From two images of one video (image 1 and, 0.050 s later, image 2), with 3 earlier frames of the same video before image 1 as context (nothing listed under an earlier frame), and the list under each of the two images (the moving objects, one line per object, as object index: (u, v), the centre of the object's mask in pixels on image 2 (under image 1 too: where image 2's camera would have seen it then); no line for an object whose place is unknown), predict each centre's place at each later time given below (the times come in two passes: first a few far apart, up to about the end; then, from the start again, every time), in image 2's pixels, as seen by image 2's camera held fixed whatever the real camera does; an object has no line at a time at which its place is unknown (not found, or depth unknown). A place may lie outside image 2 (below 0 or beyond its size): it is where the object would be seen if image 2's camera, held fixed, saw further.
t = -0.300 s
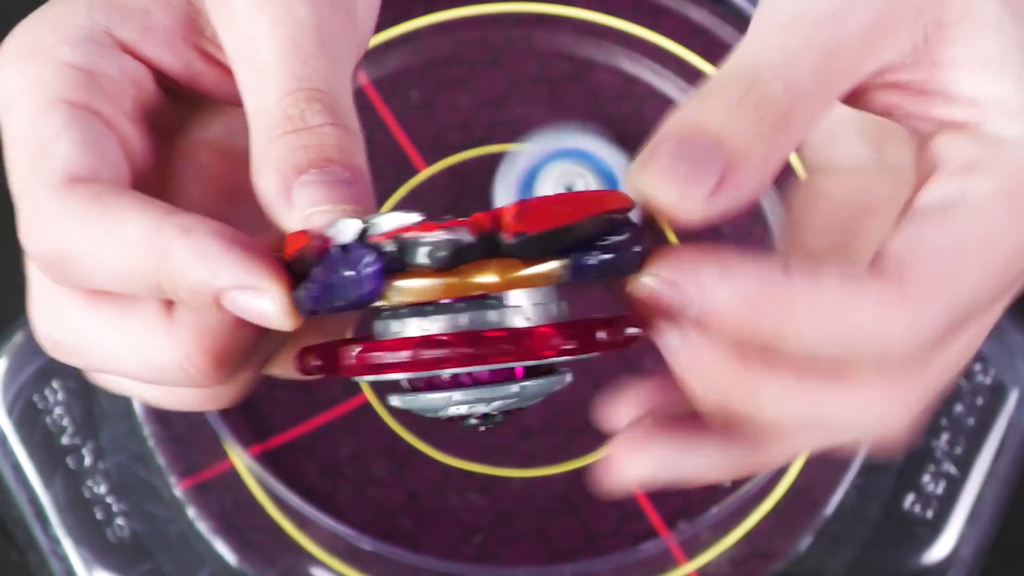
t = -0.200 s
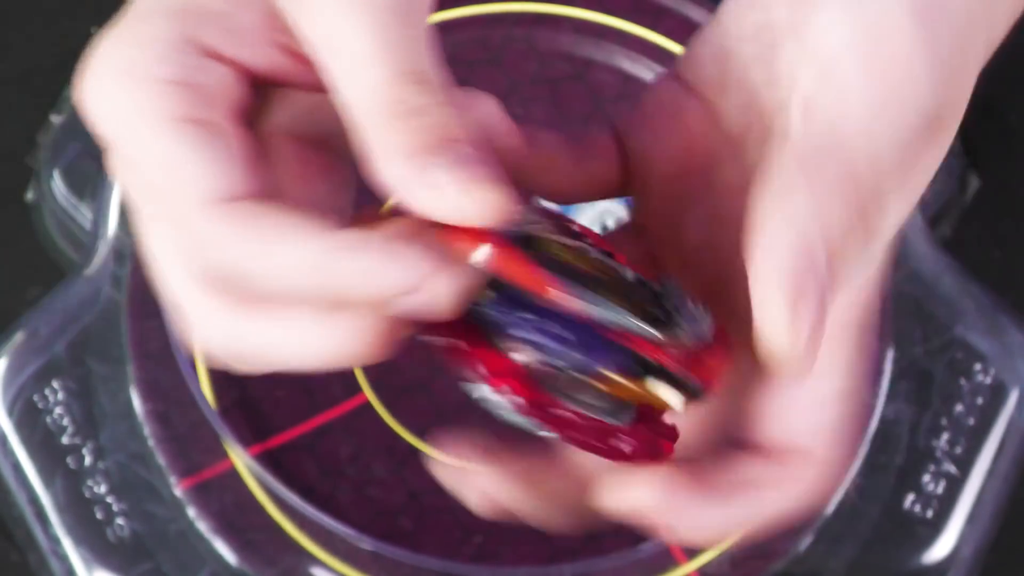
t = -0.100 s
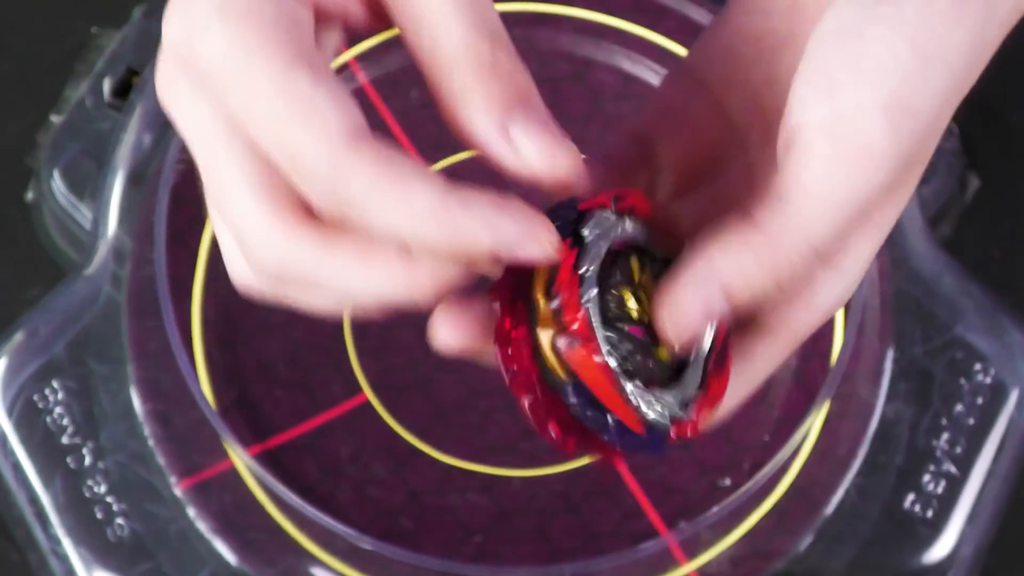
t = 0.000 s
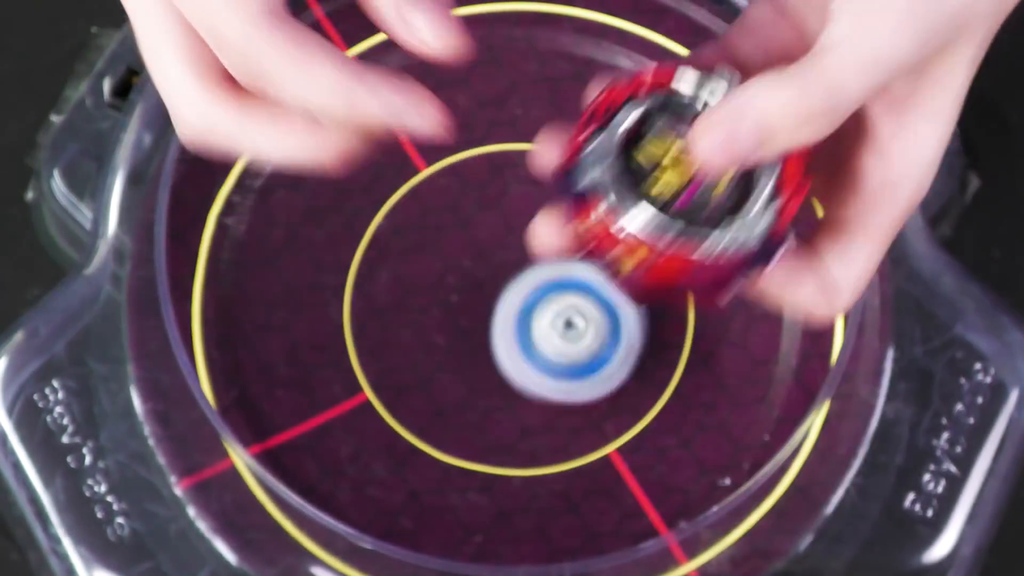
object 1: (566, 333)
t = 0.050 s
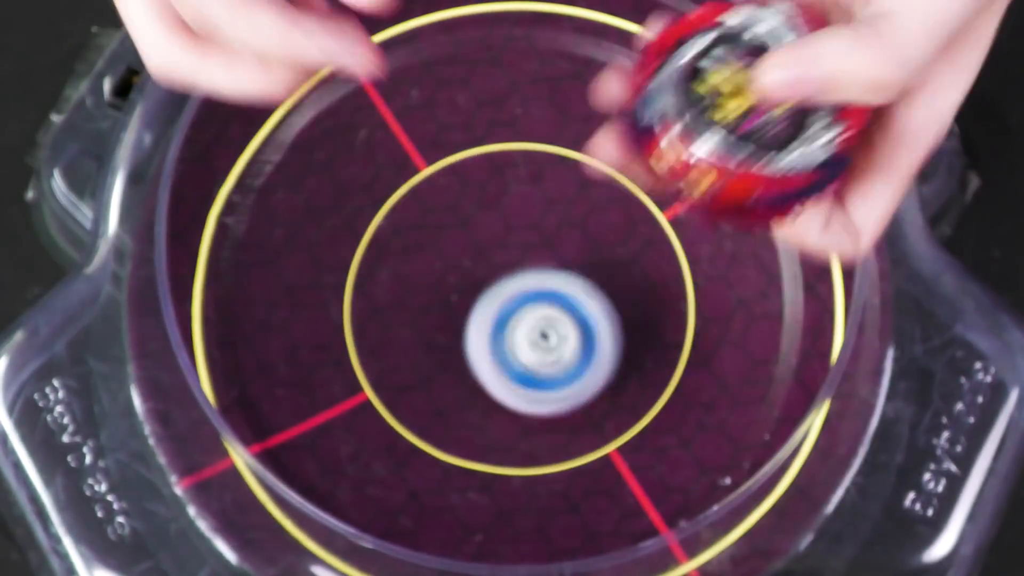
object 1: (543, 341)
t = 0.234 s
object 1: (448, 324)
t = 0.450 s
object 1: (422, 229)
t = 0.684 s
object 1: (525, 192)
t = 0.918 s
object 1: (583, 290)
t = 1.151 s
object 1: (501, 362)
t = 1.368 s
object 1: (424, 299)
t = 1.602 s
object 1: (486, 210)
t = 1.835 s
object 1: (589, 242)
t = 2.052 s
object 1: (575, 333)
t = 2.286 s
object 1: (462, 322)
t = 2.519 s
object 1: (450, 223)
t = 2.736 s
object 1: (536, 192)
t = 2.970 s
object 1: (579, 283)
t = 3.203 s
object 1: (492, 340)
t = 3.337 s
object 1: (436, 311)
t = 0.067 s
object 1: (533, 345)
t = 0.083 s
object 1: (524, 346)
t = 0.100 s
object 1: (513, 346)
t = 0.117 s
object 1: (505, 346)
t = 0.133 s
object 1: (495, 344)
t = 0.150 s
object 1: (487, 343)
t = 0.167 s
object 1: (478, 340)
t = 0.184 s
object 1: (470, 338)
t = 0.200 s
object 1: (462, 333)
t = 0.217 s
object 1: (453, 329)
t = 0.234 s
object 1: (448, 324)
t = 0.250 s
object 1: (440, 318)
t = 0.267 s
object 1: (435, 312)
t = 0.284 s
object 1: (429, 304)
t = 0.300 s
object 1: (426, 298)
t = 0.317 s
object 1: (422, 290)
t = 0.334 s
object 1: (419, 284)
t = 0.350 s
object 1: (417, 275)
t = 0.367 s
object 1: (414, 267)
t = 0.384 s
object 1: (415, 259)
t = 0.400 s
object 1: (414, 251)
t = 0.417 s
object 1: (417, 243)
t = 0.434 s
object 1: (418, 235)
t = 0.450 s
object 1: (422, 229)
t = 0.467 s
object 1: (426, 221)
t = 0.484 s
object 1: (429, 216)
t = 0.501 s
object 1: (435, 209)
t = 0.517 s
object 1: (440, 204)
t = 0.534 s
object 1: (448, 198)
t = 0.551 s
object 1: (455, 193)
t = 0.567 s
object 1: (464, 190)
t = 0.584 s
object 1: (472, 186)
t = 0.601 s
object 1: (480, 185)
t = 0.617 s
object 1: (490, 185)
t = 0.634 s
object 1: (498, 185)
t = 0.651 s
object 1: (507, 187)
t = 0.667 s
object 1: (515, 189)
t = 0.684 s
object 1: (525, 192)
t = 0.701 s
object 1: (533, 196)
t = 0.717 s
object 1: (542, 200)
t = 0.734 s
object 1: (548, 205)
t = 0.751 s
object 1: (555, 212)
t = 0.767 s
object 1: (561, 217)
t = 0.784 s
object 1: (566, 225)
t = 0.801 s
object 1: (572, 232)
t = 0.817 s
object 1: (575, 240)
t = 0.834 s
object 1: (579, 249)
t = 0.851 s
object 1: (580, 257)
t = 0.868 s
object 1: (583, 266)
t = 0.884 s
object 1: (583, 273)
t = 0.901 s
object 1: (584, 283)
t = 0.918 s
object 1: (583, 290)
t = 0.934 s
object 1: (581, 299)
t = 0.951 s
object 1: (579, 307)
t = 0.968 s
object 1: (574, 314)
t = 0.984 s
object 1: (571, 322)
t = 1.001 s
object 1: (565, 328)
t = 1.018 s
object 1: (561, 335)
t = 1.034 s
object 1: (555, 340)
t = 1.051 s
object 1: (549, 347)
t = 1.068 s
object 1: (542, 351)
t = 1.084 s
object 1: (534, 356)
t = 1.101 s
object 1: (528, 359)
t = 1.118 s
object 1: (517, 361)
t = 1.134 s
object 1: (510, 363)
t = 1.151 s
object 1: (501, 362)
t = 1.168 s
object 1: (494, 363)
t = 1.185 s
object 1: (486, 362)
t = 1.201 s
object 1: (477, 360)
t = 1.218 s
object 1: (470, 357)
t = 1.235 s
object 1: (460, 353)
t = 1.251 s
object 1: (454, 348)
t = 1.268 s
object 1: (446, 342)
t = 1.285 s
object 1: (441, 336)
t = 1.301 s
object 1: (436, 329)
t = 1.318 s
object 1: (431, 323)
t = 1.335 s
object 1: (429, 315)
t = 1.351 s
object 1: (425, 307)
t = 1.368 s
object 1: (424, 299)
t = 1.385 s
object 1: (422, 290)
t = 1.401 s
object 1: (424, 282)
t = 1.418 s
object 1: (425, 274)
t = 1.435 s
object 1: (426, 266)
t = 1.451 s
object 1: (430, 258)
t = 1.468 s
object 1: (433, 251)
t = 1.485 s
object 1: (439, 243)
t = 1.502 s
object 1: (443, 237)
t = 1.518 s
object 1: (450, 232)
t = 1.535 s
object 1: (456, 225)
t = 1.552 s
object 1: (463, 222)
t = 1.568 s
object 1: (470, 217)
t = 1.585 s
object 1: (477, 213)
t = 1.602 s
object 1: (486, 210)
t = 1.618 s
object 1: (494, 207)
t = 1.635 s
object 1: (503, 206)
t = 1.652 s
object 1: (511, 205)
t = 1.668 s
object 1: (519, 206)
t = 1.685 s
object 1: (528, 207)
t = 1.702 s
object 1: (535, 208)
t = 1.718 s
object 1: (544, 210)
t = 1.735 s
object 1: (551, 212)
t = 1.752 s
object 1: (559, 216)
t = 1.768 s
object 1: (566, 218)
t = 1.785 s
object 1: (572, 223)
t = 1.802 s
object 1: (579, 229)
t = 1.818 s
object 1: (583, 235)
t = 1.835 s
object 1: (589, 242)
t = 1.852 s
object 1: (593, 248)
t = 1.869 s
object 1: (598, 255)
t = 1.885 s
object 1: (600, 261)
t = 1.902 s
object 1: (602, 269)
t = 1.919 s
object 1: (603, 276)
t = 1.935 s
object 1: (602, 285)
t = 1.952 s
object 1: (602, 292)
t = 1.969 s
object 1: (599, 299)
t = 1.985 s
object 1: (597, 308)
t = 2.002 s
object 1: (593, 314)
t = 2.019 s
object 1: (588, 321)
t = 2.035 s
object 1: (583, 327)
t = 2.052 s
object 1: (575, 333)
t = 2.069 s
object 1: (569, 337)
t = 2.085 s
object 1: (560, 340)
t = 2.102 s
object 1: (554, 345)
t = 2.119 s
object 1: (545, 347)
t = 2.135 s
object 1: (536, 349)
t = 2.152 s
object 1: (528, 349)
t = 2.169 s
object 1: (517, 349)
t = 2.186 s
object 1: (509, 347)
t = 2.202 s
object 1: (500, 344)
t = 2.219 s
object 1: (493, 342)
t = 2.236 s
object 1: (486, 339)
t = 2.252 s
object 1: (477, 335)
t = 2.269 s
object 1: (470, 329)
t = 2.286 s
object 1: (462, 322)
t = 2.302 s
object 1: (458, 316)
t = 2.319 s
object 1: (454, 309)
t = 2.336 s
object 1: (449, 304)
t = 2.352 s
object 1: (446, 296)
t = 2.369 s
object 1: (441, 288)
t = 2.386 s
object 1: (440, 281)
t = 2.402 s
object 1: (439, 272)
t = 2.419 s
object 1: (438, 266)
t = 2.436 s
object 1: (439, 258)
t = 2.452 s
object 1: (438, 251)
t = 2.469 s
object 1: (441, 243)
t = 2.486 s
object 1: (442, 236)
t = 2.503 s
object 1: (446, 230)
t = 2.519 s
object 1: (450, 223)
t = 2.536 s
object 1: (453, 218)
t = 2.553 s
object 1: (459, 211)
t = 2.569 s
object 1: (463, 205)
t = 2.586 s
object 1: (470, 200)
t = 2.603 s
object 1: (476, 195)
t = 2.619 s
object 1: (483, 193)
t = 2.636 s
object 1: (490, 190)
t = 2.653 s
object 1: (496, 188)
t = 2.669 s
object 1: (505, 187)
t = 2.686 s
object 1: (513, 186)
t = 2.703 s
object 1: (521, 187)
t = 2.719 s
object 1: (529, 189)
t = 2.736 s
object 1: (536, 192)
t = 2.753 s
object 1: (544, 194)
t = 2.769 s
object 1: (550, 198)
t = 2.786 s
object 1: (558, 203)
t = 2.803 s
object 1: (564, 208)
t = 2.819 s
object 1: (568, 214)
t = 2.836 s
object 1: (574, 221)
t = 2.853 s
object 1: (576, 229)
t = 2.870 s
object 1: (580, 236)
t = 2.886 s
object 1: (581, 243)
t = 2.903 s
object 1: (584, 252)
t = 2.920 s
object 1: (585, 259)
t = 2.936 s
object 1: (583, 268)
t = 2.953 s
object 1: (582, 276)
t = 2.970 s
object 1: (579, 283)
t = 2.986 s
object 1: (577, 291)
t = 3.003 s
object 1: (574, 297)
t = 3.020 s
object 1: (569, 305)
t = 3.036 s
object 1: (565, 311)
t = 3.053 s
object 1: (557, 317)
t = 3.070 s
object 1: (552, 322)
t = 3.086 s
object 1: (545, 326)
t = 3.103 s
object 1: (538, 331)
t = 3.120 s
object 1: (531, 334)
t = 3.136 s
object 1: (522, 338)
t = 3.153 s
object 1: (515, 339)
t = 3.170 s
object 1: (506, 339)
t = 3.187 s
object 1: (499, 341)
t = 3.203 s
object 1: (492, 340)
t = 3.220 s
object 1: (483, 340)
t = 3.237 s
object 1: (475, 338)
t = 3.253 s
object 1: (466, 334)
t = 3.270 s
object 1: (461, 331)
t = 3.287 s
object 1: (455, 328)
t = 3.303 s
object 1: (448, 324)
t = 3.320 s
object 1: (442, 318)
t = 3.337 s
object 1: (436, 311)
